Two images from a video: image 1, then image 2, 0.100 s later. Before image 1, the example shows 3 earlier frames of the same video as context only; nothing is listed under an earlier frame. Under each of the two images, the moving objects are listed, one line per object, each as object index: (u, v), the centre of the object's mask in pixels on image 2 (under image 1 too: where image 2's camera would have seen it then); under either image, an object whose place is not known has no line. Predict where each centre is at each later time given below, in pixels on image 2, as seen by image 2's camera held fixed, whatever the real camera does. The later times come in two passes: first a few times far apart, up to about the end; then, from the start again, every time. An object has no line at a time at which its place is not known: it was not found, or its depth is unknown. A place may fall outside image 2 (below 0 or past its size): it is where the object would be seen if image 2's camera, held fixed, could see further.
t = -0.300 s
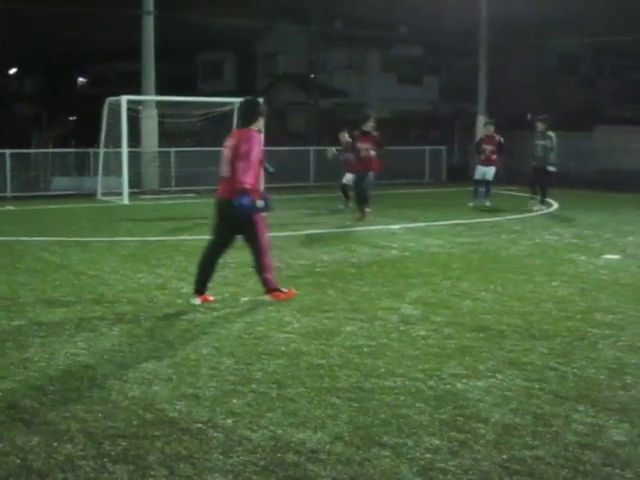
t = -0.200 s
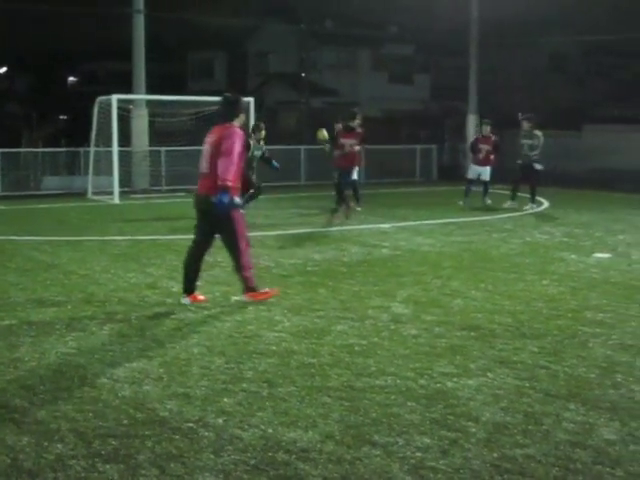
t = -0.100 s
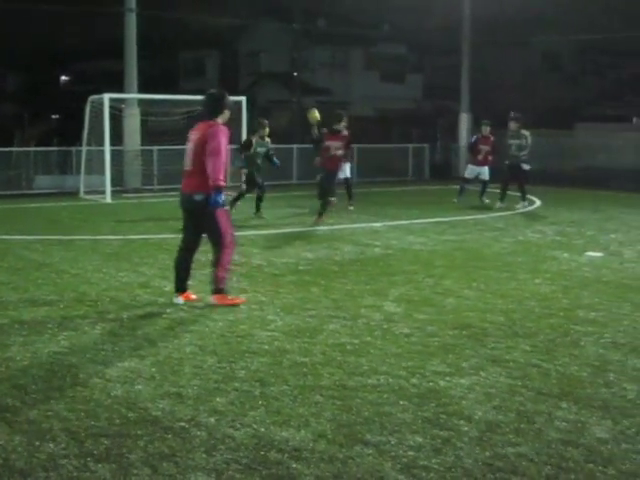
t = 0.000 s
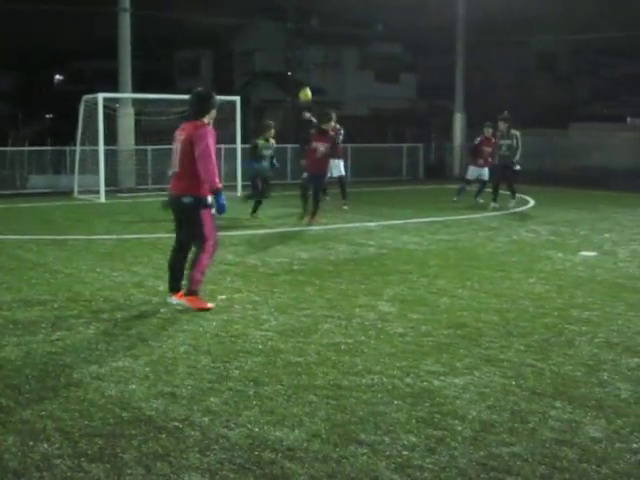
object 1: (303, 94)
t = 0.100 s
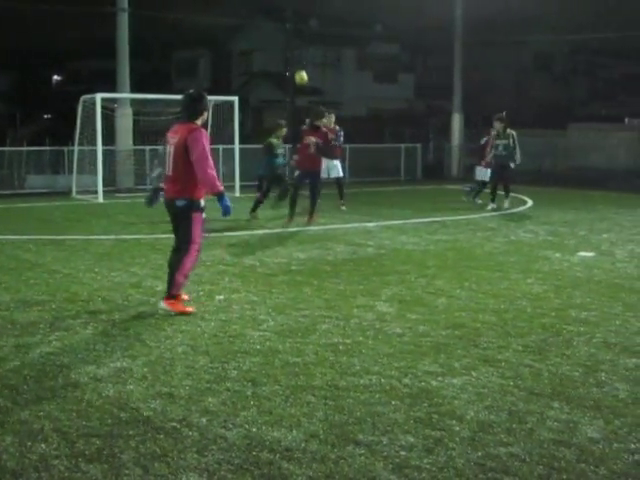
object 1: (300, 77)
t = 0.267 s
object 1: (297, 59)
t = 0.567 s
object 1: (287, 67)
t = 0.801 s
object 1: (279, 131)
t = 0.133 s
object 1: (300, 73)
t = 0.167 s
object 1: (299, 69)
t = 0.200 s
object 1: (299, 65)
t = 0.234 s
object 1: (298, 61)
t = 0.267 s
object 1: (297, 59)
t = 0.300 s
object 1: (295, 57)
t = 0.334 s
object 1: (295, 56)
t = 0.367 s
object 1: (294, 55)
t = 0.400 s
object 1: (293, 55)
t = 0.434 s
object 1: (292, 56)
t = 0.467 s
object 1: (291, 57)
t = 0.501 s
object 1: (289, 60)
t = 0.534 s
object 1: (289, 63)
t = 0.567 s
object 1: (287, 67)
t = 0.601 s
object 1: (286, 73)
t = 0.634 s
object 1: (285, 79)
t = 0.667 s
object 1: (284, 87)
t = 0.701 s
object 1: (283, 96)
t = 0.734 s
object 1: (282, 105)
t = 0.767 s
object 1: (280, 118)
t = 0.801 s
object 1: (279, 131)
